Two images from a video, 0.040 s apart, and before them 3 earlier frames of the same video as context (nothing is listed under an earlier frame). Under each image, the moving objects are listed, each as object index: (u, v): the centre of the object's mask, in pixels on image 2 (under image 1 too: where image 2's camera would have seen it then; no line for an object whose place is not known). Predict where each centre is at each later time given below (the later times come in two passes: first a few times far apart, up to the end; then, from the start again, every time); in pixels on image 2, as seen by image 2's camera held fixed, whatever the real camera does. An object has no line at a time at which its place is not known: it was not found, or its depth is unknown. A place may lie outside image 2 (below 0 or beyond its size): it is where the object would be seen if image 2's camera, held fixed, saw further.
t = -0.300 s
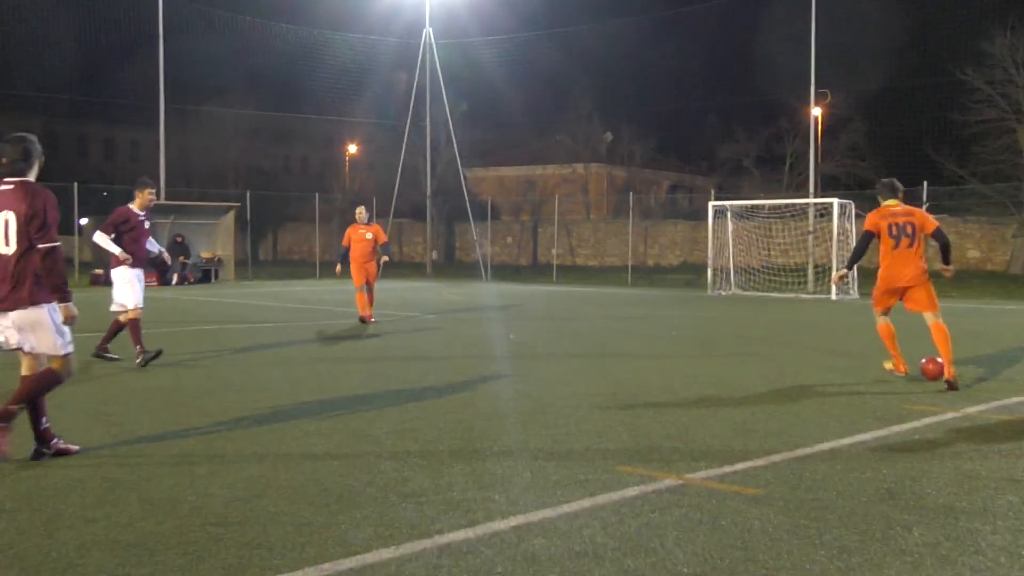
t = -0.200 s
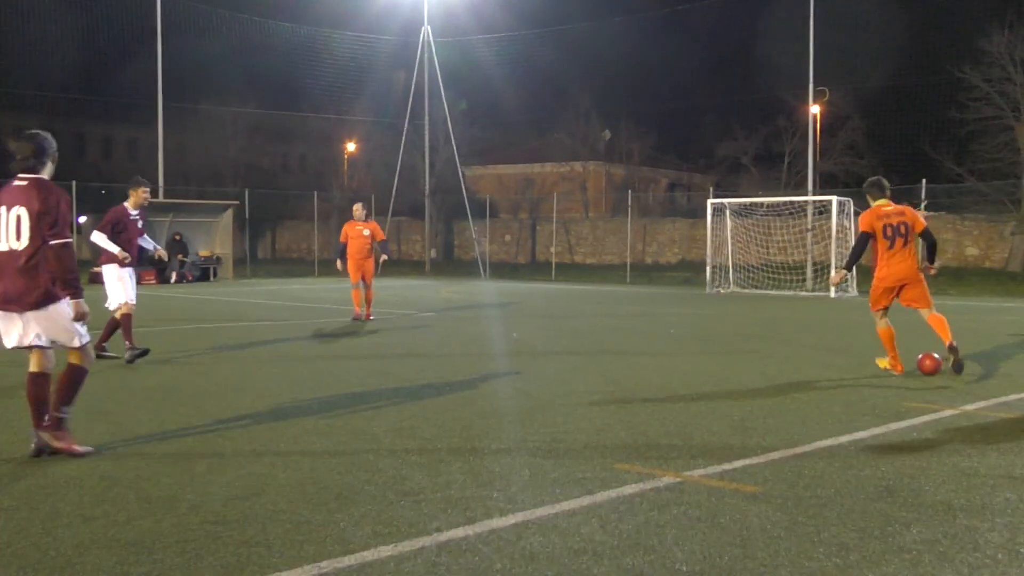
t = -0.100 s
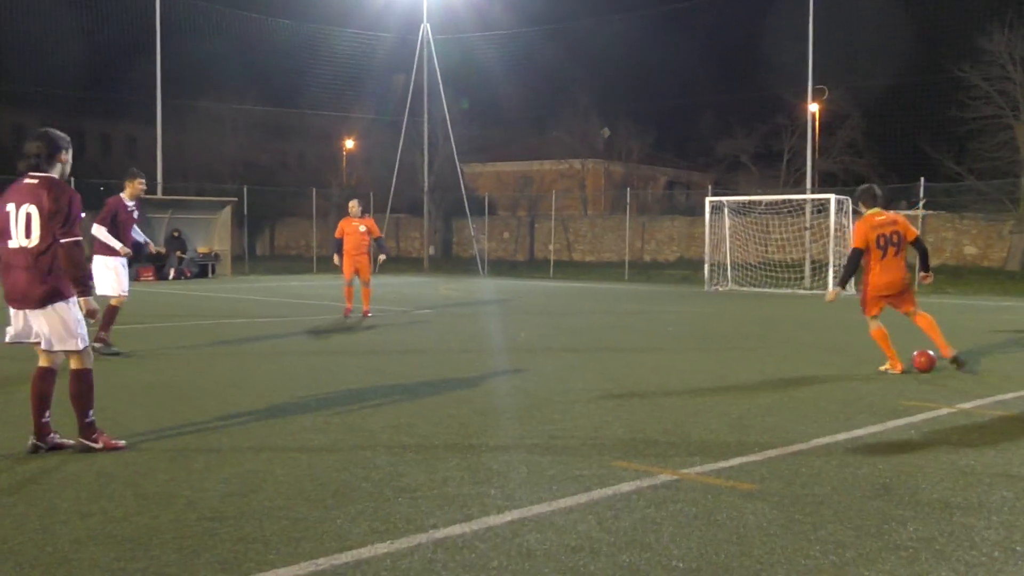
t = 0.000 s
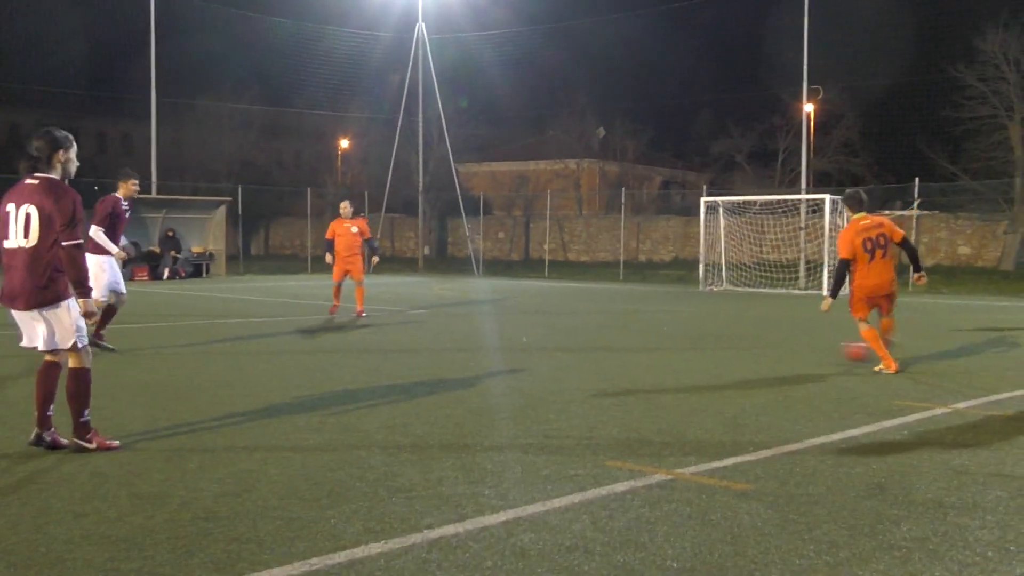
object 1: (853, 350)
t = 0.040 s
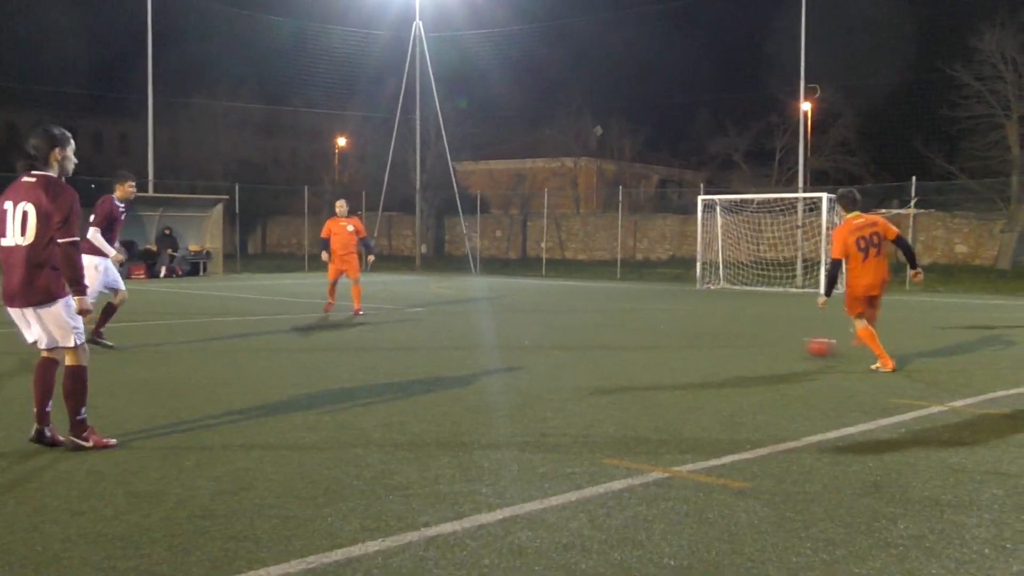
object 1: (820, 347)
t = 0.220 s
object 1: (698, 335)
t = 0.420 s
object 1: (601, 326)
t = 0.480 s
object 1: (578, 324)
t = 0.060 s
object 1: (804, 347)
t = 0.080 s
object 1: (788, 344)
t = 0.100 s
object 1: (774, 342)
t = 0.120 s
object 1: (760, 340)
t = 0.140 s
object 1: (747, 339)
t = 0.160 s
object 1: (734, 338)
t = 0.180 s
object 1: (721, 337)
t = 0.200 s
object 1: (709, 336)
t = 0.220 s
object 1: (698, 335)
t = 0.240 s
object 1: (687, 333)
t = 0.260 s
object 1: (676, 332)
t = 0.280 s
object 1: (666, 331)
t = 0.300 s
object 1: (656, 331)
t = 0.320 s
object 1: (646, 330)
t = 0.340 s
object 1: (636, 329)
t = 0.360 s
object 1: (627, 328)
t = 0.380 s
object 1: (618, 327)
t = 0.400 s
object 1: (609, 327)
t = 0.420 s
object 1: (601, 326)
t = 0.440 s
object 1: (593, 325)
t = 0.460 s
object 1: (585, 325)
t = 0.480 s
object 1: (578, 324)
